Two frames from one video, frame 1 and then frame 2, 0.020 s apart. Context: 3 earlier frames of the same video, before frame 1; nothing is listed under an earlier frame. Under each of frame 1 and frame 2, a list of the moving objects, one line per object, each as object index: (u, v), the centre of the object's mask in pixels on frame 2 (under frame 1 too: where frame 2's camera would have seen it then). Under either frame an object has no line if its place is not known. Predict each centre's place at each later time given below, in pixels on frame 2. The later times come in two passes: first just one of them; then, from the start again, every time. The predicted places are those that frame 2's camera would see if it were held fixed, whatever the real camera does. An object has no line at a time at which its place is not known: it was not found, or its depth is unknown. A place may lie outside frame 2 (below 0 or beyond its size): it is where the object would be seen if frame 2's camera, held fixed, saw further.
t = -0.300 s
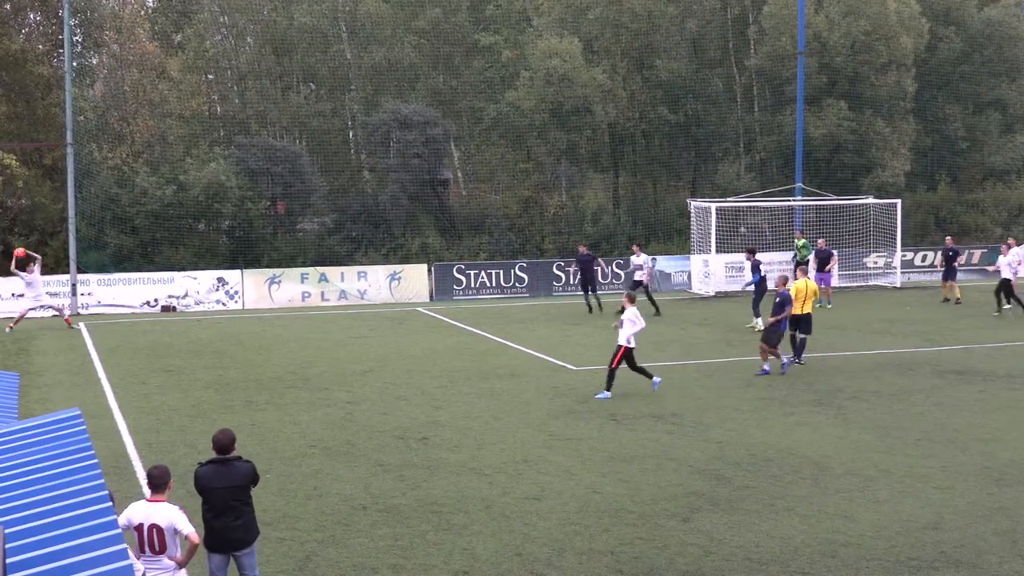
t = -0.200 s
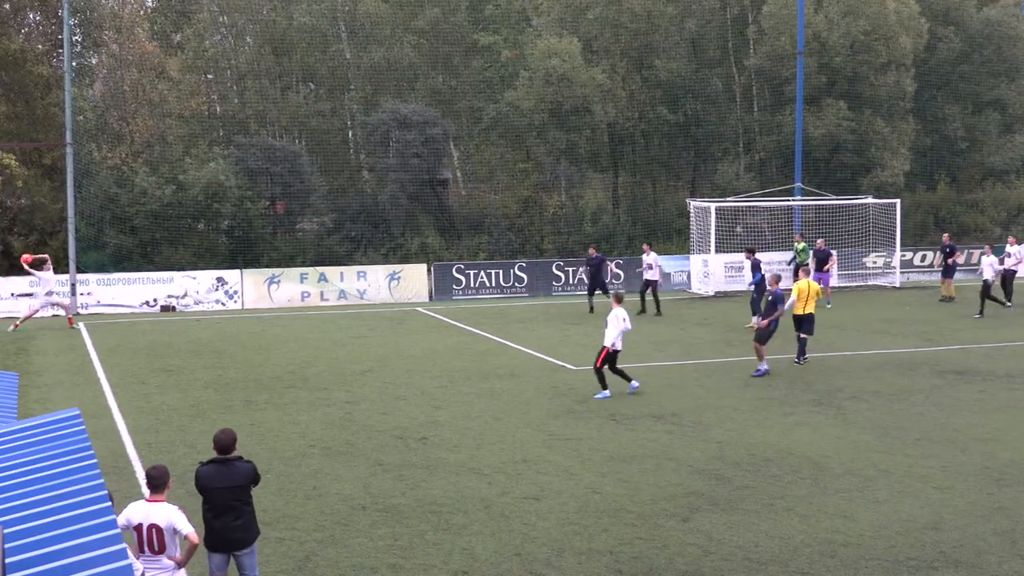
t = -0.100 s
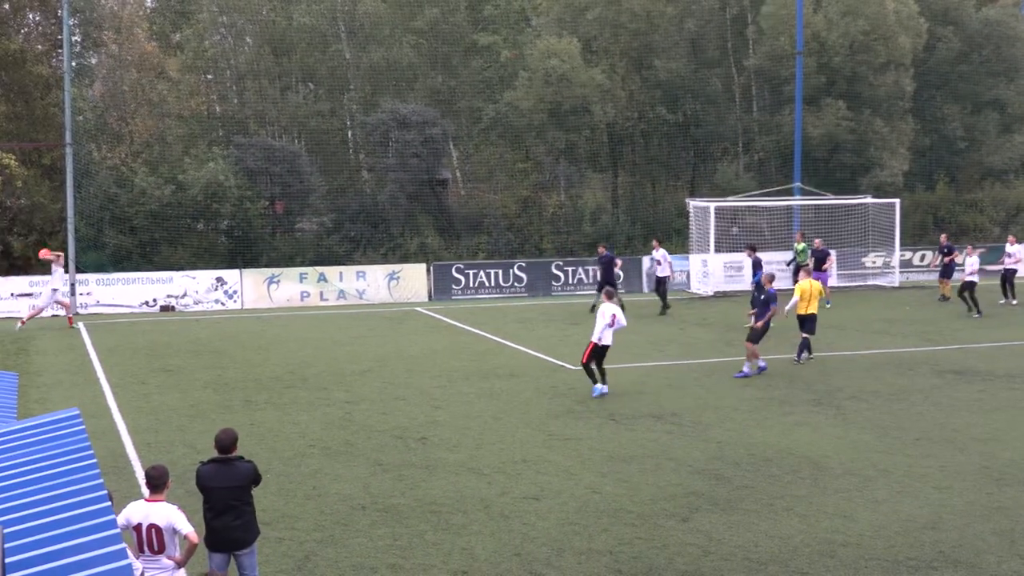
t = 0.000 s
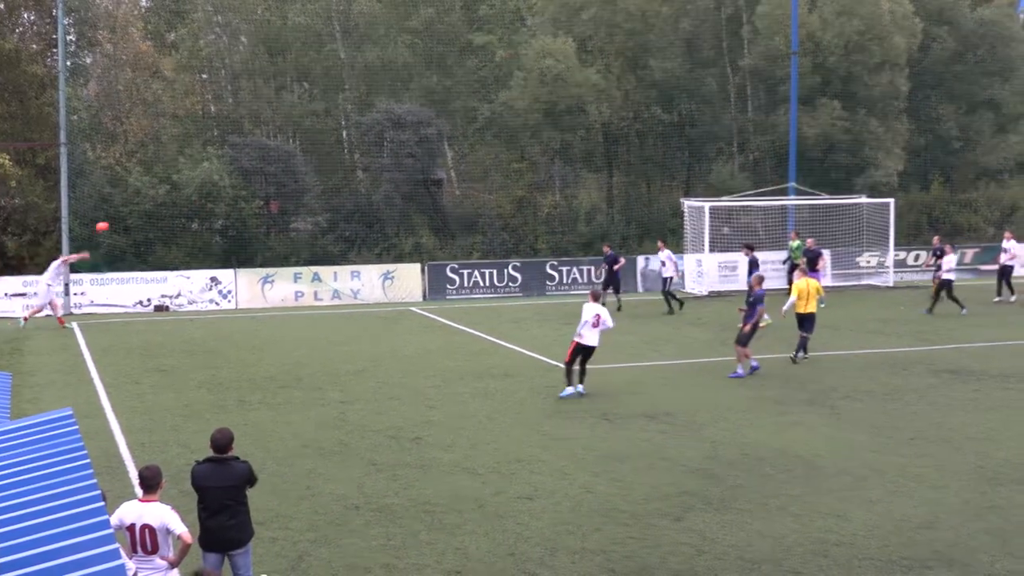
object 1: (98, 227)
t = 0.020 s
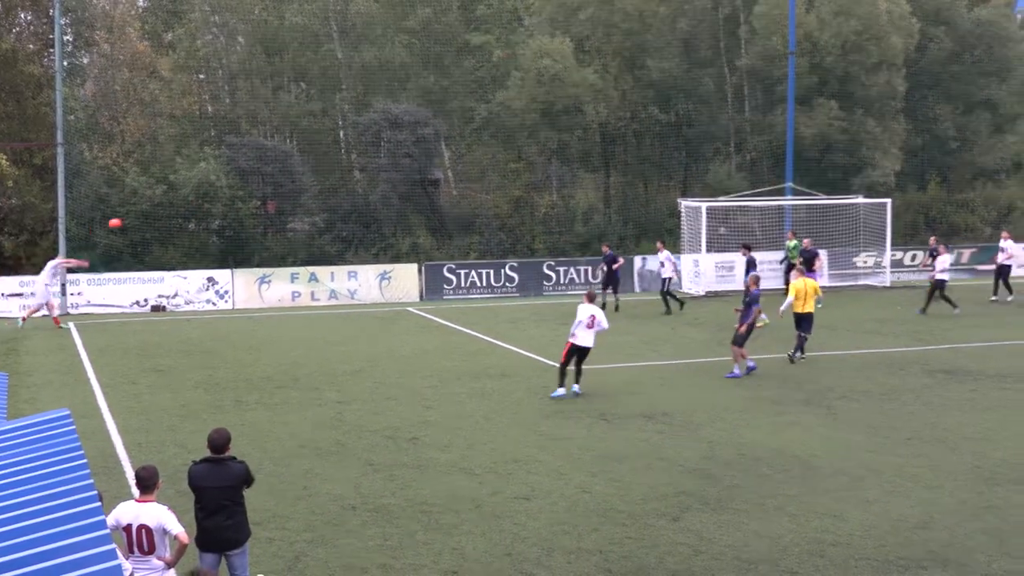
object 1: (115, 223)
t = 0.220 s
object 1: (265, 193)
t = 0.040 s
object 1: (130, 220)
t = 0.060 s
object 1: (146, 217)
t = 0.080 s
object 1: (161, 213)
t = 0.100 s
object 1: (177, 210)
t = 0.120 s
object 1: (192, 207)
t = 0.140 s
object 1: (207, 204)
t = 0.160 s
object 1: (222, 201)
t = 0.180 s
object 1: (236, 199)
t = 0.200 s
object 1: (251, 196)
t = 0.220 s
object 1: (265, 193)
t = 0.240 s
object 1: (279, 191)
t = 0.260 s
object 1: (294, 189)
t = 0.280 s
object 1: (307, 187)
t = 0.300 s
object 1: (322, 186)
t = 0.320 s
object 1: (336, 185)
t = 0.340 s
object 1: (349, 183)
